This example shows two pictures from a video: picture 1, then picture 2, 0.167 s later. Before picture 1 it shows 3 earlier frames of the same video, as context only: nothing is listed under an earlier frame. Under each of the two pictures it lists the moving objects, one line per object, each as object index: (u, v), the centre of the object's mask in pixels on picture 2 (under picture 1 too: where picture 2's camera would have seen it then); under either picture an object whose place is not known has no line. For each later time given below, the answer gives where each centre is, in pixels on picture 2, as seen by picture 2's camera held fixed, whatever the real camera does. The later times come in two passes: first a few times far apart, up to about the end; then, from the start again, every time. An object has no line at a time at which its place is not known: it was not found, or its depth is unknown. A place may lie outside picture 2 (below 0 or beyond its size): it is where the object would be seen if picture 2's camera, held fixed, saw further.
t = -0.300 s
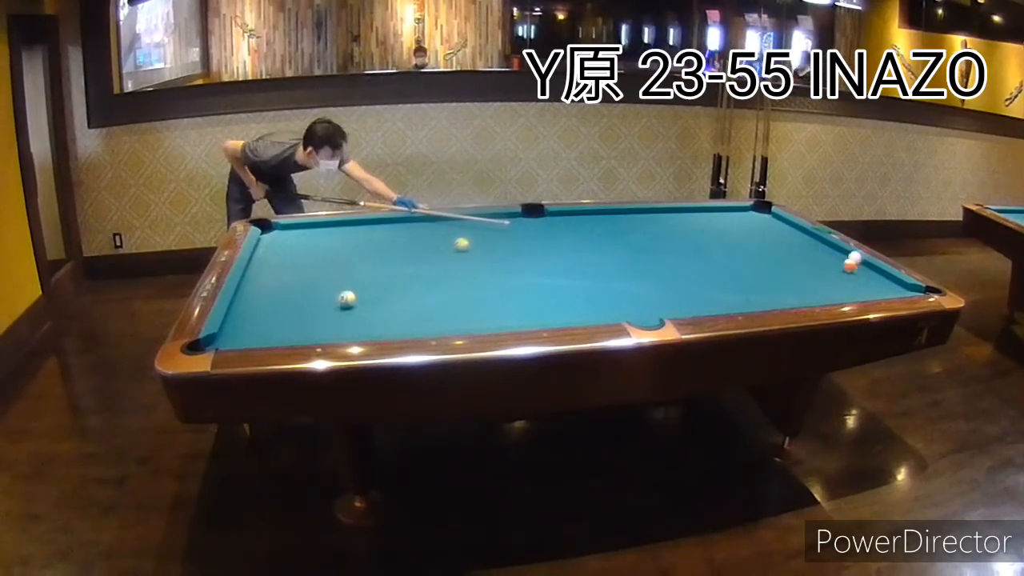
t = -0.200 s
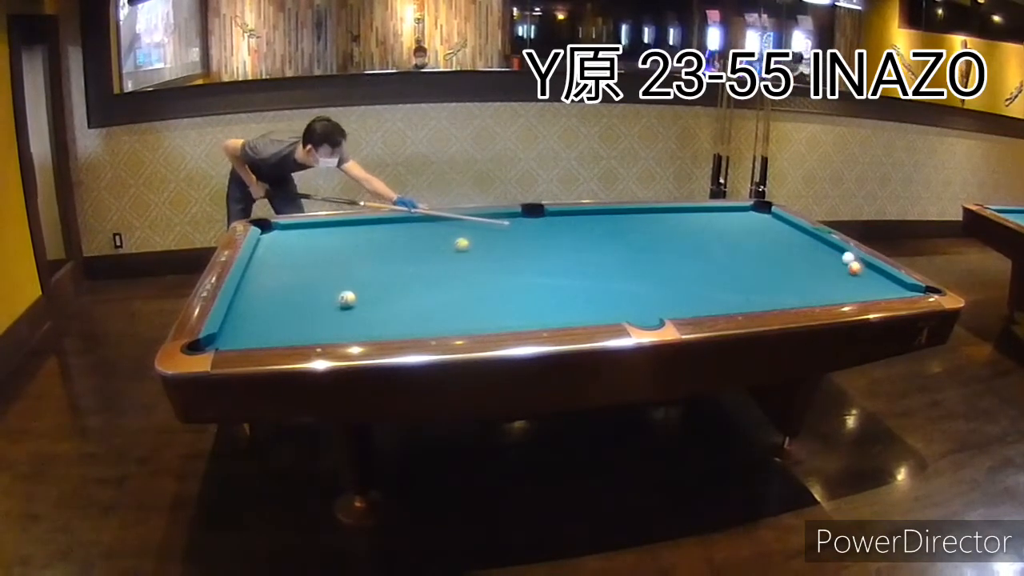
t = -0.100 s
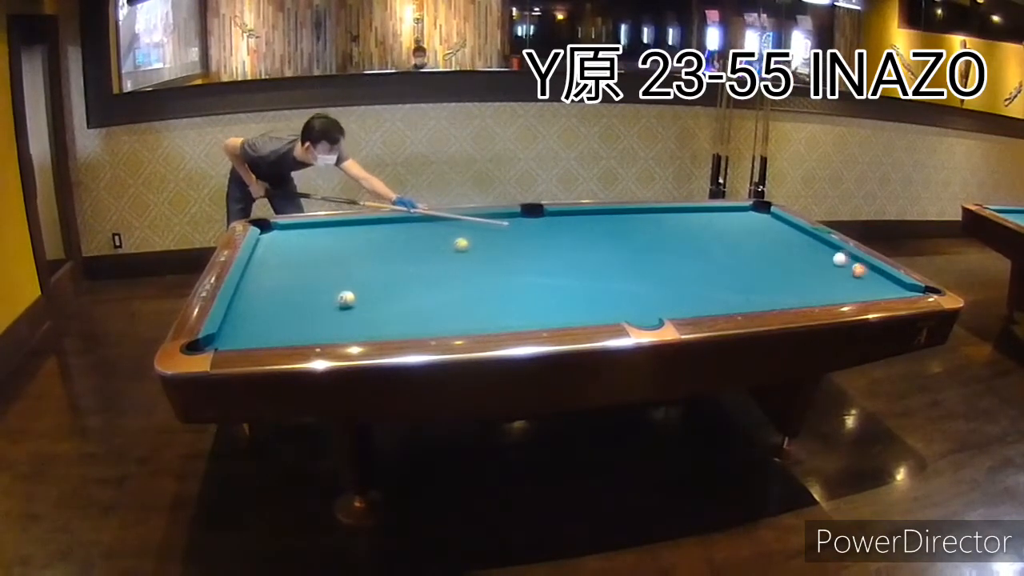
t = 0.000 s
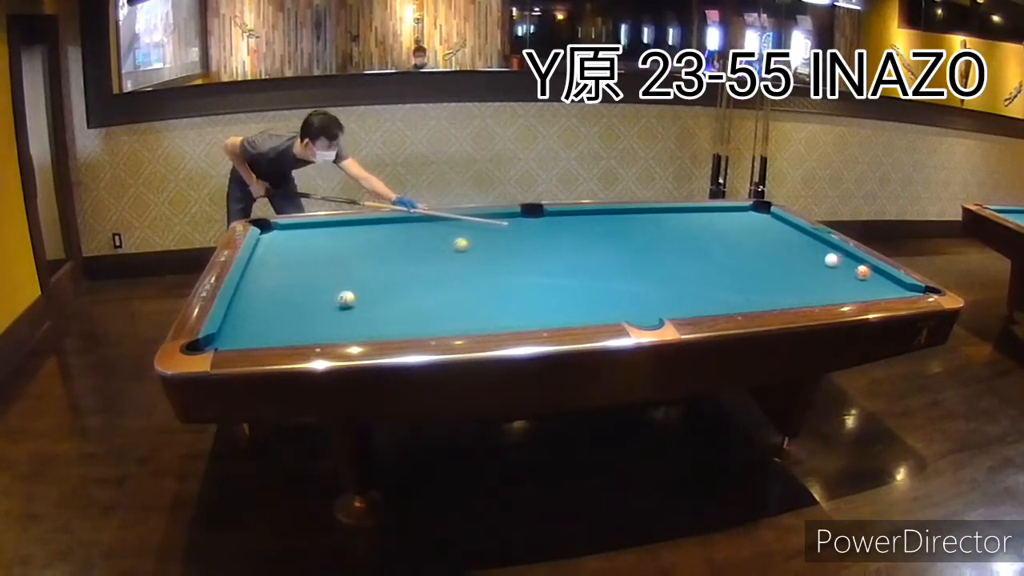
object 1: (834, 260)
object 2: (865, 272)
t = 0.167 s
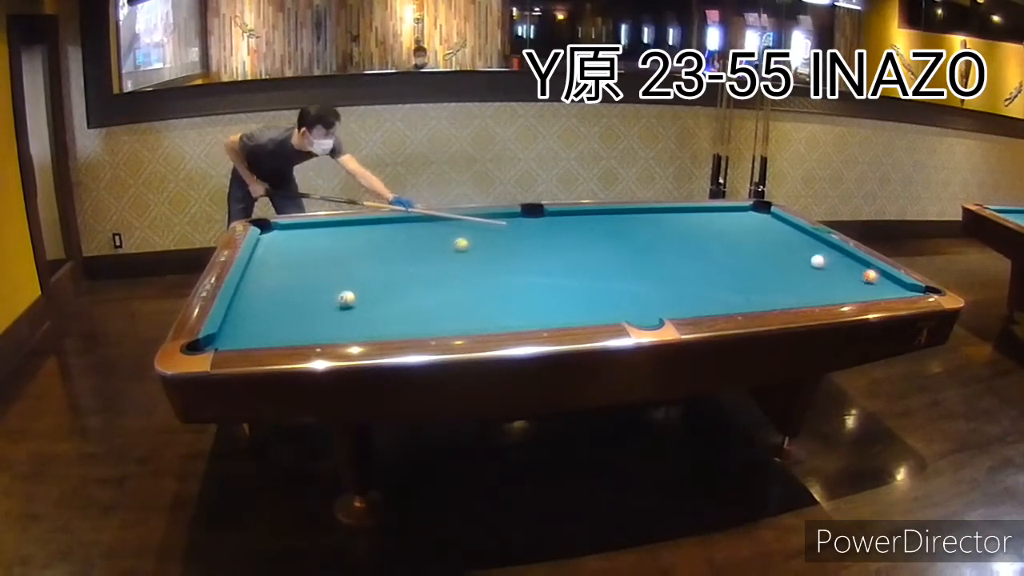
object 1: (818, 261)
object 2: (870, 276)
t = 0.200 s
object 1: (815, 262)
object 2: (871, 277)
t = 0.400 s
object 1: (798, 263)
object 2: (880, 281)
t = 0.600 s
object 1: (781, 265)
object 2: (888, 285)
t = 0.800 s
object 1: (765, 266)
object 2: (896, 288)
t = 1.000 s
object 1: (748, 268)
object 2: (900, 289)
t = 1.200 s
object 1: (731, 270)
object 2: (897, 288)
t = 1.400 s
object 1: (713, 271)
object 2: (894, 286)
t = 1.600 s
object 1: (697, 273)
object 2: (892, 285)
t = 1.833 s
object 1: (678, 275)
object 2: (891, 285)
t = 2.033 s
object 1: (662, 276)
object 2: (890, 284)
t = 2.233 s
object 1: (646, 278)
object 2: (889, 284)
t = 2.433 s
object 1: (632, 279)
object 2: (890, 284)
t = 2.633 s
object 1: (617, 281)
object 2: (890, 283)
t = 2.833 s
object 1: (604, 282)
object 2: (891, 283)
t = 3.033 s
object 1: (591, 283)
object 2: (891, 284)
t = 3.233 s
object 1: (577, 284)
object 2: (891, 284)
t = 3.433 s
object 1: (565, 286)
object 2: (891, 283)
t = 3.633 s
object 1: (554, 287)
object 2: (892, 283)
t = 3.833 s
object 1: (542, 287)
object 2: (892, 283)
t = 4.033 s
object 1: (532, 288)
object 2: (892, 284)
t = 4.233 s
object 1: (523, 289)
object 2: (892, 283)
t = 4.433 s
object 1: (514, 290)
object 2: (892, 283)
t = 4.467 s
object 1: (513, 290)
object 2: (892, 283)
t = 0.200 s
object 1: (815, 262)
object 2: (871, 277)
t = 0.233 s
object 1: (812, 262)
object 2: (873, 277)
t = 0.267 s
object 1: (809, 262)
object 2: (874, 278)
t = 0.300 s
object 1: (807, 262)
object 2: (876, 279)
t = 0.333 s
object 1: (804, 262)
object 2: (877, 280)
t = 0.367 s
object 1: (801, 263)
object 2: (879, 280)
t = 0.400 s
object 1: (798, 263)
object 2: (880, 281)
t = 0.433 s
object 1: (796, 263)
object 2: (882, 281)
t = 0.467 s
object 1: (793, 264)
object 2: (883, 282)
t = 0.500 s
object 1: (790, 264)
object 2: (884, 283)
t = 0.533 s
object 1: (787, 264)
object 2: (886, 284)
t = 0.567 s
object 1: (784, 264)
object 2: (887, 284)
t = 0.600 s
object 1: (781, 265)
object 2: (888, 285)
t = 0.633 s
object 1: (779, 265)
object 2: (889, 285)
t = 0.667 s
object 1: (776, 265)
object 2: (890, 286)
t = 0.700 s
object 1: (773, 265)
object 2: (891, 286)
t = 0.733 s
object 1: (770, 266)
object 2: (893, 287)
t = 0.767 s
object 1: (767, 266)
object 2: (895, 287)
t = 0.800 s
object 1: (765, 266)
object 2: (896, 288)
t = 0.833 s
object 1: (762, 267)
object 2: (897, 288)
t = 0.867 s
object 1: (759, 267)
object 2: (898, 288)
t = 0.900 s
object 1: (756, 267)
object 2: (899, 289)
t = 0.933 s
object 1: (753, 267)
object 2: (900, 289)
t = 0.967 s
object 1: (751, 268)
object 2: (900, 289)
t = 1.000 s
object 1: (748, 268)
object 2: (900, 289)
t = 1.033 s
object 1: (745, 268)
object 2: (899, 289)
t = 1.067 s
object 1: (742, 268)
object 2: (899, 289)
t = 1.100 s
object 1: (739, 269)
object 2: (899, 288)
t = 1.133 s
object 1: (736, 269)
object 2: (898, 288)
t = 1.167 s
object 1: (733, 269)
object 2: (897, 287)
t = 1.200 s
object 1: (731, 270)
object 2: (897, 288)
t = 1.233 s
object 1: (728, 270)
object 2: (897, 287)
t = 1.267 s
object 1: (725, 270)
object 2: (896, 287)
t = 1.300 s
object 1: (722, 271)
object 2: (896, 287)
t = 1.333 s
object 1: (719, 271)
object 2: (895, 287)
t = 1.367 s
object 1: (716, 271)
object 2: (895, 287)
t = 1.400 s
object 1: (713, 271)
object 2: (894, 286)
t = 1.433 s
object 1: (711, 272)
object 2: (894, 286)
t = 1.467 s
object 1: (708, 272)
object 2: (893, 286)
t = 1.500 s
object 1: (705, 272)
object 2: (893, 286)
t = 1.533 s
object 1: (702, 272)
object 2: (892, 285)
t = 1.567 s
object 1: (700, 273)
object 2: (892, 285)
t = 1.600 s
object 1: (697, 273)
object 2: (892, 285)
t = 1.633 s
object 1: (694, 273)
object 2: (892, 285)
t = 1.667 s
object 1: (692, 273)
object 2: (892, 285)
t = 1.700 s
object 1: (689, 274)
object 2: (891, 285)
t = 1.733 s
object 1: (687, 274)
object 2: (891, 285)
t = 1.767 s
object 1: (684, 274)
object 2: (891, 285)
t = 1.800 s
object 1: (681, 274)
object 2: (891, 285)
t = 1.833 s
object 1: (678, 275)
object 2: (891, 285)
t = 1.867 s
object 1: (675, 275)
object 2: (890, 285)
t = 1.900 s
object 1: (672, 275)
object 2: (890, 285)
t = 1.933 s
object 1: (670, 275)
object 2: (890, 284)
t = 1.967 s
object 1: (667, 276)
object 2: (890, 284)
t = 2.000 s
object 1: (665, 276)
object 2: (890, 284)
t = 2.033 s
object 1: (662, 276)
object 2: (890, 284)
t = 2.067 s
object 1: (659, 276)
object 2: (890, 284)
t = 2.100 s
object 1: (657, 277)
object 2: (890, 284)
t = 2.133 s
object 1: (654, 277)
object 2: (890, 284)
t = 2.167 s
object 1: (652, 277)
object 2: (890, 284)
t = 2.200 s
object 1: (649, 277)
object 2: (889, 284)
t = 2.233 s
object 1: (646, 278)
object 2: (889, 284)
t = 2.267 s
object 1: (644, 278)
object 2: (889, 284)
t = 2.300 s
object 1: (642, 278)
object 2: (889, 284)
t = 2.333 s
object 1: (639, 278)
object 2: (889, 284)
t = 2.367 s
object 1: (637, 279)
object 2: (889, 284)
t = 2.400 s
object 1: (634, 279)
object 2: (889, 283)
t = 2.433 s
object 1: (632, 279)
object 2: (890, 284)
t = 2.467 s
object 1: (629, 279)
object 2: (890, 283)
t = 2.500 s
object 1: (627, 280)
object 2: (890, 283)
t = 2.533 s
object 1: (624, 280)
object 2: (890, 283)
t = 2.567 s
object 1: (622, 280)
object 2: (890, 283)
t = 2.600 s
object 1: (619, 280)
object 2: (890, 283)
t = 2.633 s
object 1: (617, 281)
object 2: (890, 283)
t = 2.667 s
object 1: (615, 281)
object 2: (890, 283)
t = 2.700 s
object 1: (613, 281)
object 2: (890, 283)
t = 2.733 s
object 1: (610, 281)
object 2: (890, 283)
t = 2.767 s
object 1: (608, 281)
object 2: (890, 283)
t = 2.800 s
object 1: (606, 282)
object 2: (891, 283)
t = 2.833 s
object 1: (604, 282)
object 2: (891, 283)
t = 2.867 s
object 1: (601, 282)
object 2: (891, 283)
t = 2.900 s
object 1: (599, 283)
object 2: (891, 284)
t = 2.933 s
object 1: (597, 283)
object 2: (891, 284)
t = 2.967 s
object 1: (595, 283)
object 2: (891, 284)
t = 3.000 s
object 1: (593, 283)
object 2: (891, 284)
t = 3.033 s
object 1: (591, 283)
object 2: (891, 284)
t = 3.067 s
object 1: (588, 284)
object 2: (891, 284)
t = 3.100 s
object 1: (586, 284)
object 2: (891, 284)
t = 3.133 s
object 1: (584, 284)
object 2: (891, 284)
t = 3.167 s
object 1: (582, 284)
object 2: (891, 284)
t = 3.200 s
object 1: (580, 284)
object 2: (891, 284)
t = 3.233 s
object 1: (577, 284)
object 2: (891, 284)
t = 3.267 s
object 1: (576, 285)
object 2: (891, 284)
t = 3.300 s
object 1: (573, 285)
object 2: (891, 284)
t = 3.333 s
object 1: (571, 285)
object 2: (891, 284)
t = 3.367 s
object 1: (569, 285)
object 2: (891, 284)
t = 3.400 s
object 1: (567, 286)
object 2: (891, 284)
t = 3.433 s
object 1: (565, 286)
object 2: (891, 283)
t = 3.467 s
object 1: (563, 286)
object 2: (891, 283)
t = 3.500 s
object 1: (561, 286)
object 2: (892, 283)
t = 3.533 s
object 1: (559, 286)
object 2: (892, 283)
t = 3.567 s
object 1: (558, 286)
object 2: (892, 283)
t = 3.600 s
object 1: (556, 287)
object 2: (892, 283)
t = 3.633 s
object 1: (554, 287)
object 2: (892, 283)
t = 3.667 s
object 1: (552, 287)
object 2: (892, 283)
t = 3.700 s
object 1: (550, 287)
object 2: (892, 283)
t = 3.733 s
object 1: (548, 287)
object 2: (892, 283)
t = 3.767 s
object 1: (546, 287)
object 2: (892, 283)
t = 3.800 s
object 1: (544, 287)
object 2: (892, 283)
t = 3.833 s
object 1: (542, 287)
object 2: (892, 283)
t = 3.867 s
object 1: (541, 288)
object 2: (892, 283)
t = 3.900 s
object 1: (539, 288)
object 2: (892, 283)
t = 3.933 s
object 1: (537, 288)
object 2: (892, 283)
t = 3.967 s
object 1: (535, 288)
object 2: (892, 283)
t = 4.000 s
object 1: (534, 288)
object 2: (892, 283)
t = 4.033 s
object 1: (532, 288)
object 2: (892, 284)
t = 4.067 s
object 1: (531, 288)
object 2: (892, 283)
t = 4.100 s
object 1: (529, 289)
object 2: (892, 284)
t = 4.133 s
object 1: (527, 289)
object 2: (892, 284)
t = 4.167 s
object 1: (526, 289)
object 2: (892, 284)
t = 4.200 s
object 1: (524, 289)
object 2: (892, 283)
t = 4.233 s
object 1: (523, 289)
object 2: (892, 283)
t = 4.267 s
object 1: (521, 289)
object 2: (892, 283)
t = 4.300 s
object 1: (520, 289)
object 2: (892, 283)
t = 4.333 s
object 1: (518, 290)
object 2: (892, 283)
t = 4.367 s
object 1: (517, 290)
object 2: (892, 283)
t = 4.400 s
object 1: (515, 290)
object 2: (892, 283)
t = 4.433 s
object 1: (514, 290)
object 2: (892, 283)
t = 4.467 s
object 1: (513, 290)
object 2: (892, 283)
